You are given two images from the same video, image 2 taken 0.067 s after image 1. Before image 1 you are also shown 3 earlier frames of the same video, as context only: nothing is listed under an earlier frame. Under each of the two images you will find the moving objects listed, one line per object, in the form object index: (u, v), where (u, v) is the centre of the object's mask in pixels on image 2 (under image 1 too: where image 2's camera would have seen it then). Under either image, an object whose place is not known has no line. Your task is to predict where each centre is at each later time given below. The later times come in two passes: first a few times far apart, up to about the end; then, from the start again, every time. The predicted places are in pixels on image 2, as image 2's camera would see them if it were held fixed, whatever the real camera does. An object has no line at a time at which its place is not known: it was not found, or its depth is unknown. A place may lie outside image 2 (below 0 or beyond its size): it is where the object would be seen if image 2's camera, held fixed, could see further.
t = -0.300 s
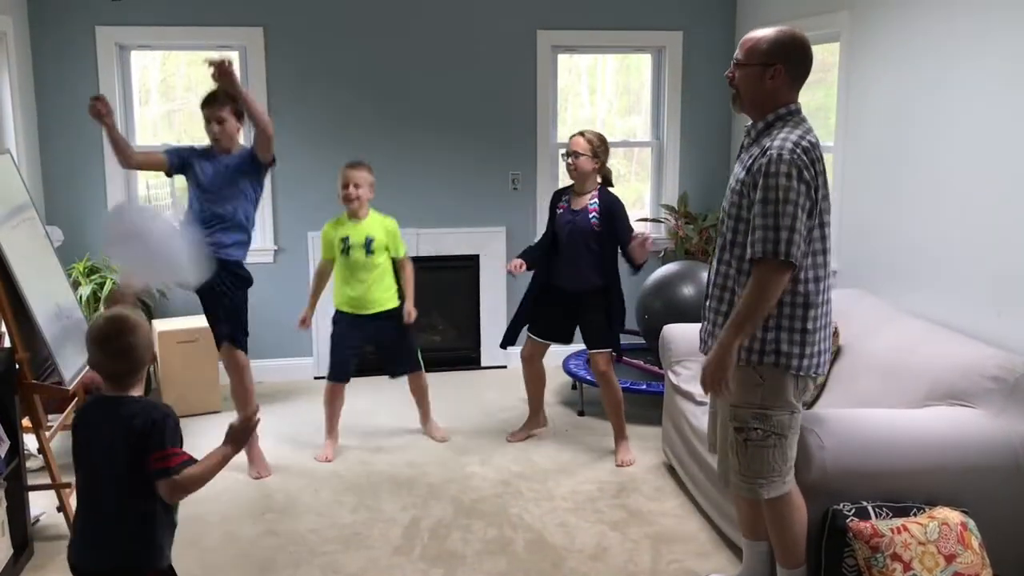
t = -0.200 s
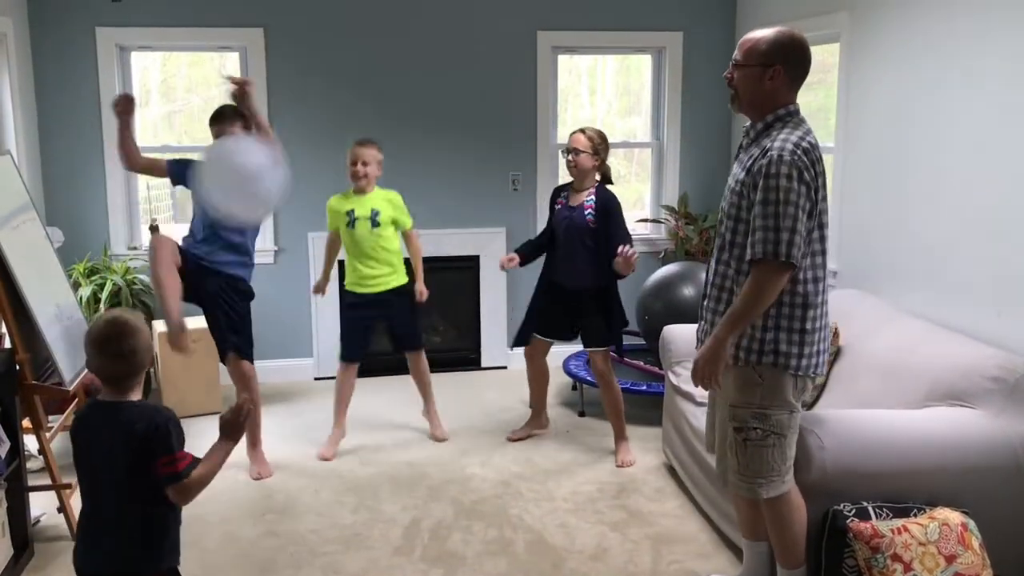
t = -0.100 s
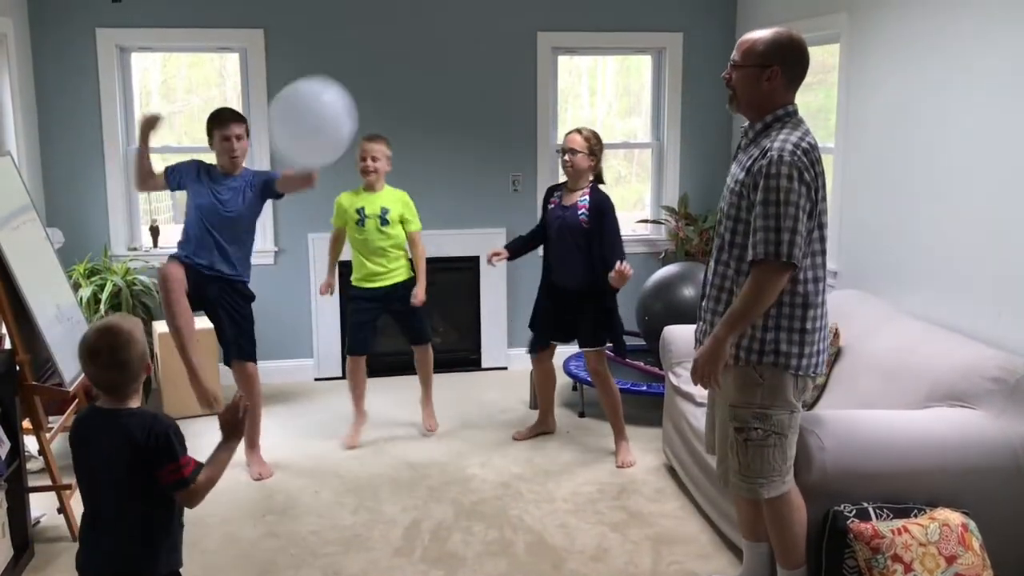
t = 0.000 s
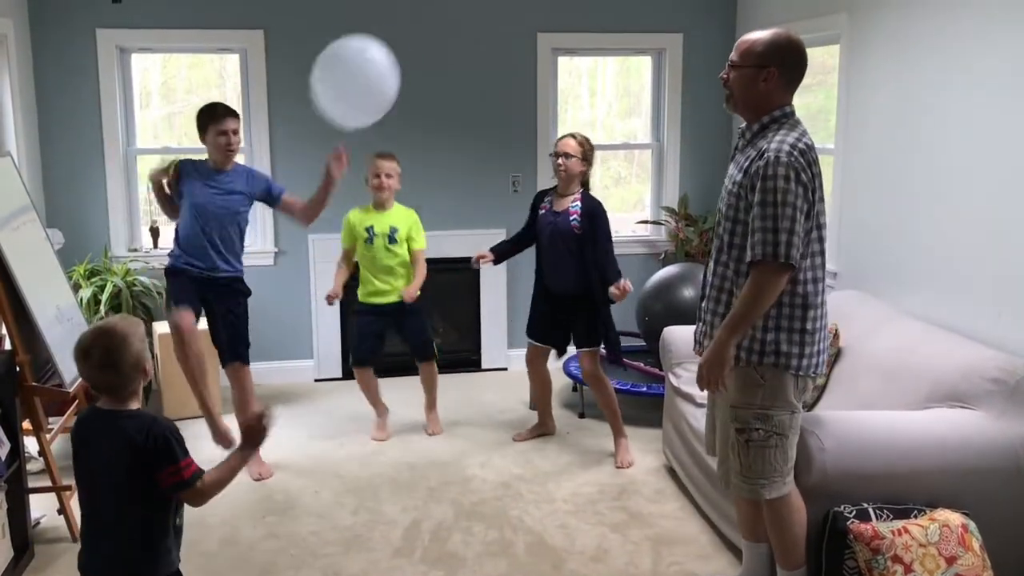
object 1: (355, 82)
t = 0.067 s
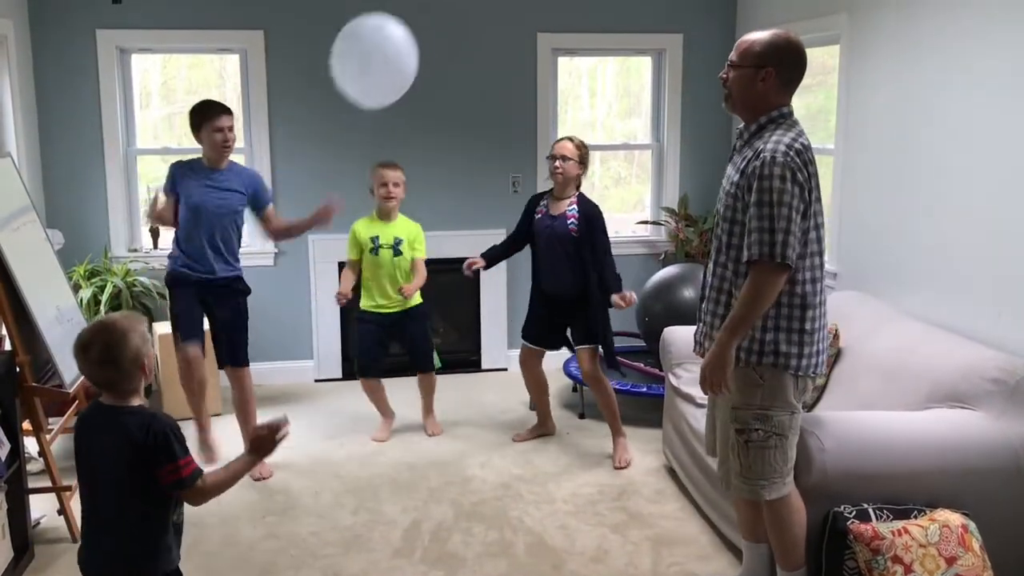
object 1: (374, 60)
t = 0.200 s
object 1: (399, 36)
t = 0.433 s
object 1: (424, 24)
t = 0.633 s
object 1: (438, 24)
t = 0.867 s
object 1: (453, 30)
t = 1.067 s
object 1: (464, 42)
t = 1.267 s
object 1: (473, 74)
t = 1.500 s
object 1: (481, 136)
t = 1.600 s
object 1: (483, 166)
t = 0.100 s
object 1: (382, 51)
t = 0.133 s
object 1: (388, 44)
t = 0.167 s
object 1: (394, 39)
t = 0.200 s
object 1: (399, 36)
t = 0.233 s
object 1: (404, 33)
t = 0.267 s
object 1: (408, 30)
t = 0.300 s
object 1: (411, 28)
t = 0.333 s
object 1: (415, 27)
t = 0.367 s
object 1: (418, 26)
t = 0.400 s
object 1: (421, 24)
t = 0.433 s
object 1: (424, 24)
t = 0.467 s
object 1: (426, 24)
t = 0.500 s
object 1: (429, 23)
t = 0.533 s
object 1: (431, 24)
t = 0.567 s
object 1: (434, 24)
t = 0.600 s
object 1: (436, 24)
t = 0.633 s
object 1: (438, 24)
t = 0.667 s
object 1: (441, 25)
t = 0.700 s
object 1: (443, 25)
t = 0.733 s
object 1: (445, 26)
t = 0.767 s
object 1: (447, 27)
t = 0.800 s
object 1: (449, 28)
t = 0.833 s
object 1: (451, 29)
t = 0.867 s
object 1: (453, 30)
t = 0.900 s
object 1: (455, 31)
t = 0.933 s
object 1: (457, 33)
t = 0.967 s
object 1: (459, 35)
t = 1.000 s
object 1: (461, 37)
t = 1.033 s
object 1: (462, 39)
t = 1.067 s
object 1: (464, 42)
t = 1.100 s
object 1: (466, 46)
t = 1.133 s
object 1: (467, 49)
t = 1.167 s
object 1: (469, 54)
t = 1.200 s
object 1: (470, 59)
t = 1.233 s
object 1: (472, 67)
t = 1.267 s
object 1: (473, 74)
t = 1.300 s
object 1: (475, 82)
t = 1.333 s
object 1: (476, 91)
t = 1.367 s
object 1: (477, 99)
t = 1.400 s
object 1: (478, 108)
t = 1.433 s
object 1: (479, 117)
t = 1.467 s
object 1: (480, 126)
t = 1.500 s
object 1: (481, 136)
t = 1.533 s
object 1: (482, 145)
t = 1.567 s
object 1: (482, 156)
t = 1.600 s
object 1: (483, 166)
